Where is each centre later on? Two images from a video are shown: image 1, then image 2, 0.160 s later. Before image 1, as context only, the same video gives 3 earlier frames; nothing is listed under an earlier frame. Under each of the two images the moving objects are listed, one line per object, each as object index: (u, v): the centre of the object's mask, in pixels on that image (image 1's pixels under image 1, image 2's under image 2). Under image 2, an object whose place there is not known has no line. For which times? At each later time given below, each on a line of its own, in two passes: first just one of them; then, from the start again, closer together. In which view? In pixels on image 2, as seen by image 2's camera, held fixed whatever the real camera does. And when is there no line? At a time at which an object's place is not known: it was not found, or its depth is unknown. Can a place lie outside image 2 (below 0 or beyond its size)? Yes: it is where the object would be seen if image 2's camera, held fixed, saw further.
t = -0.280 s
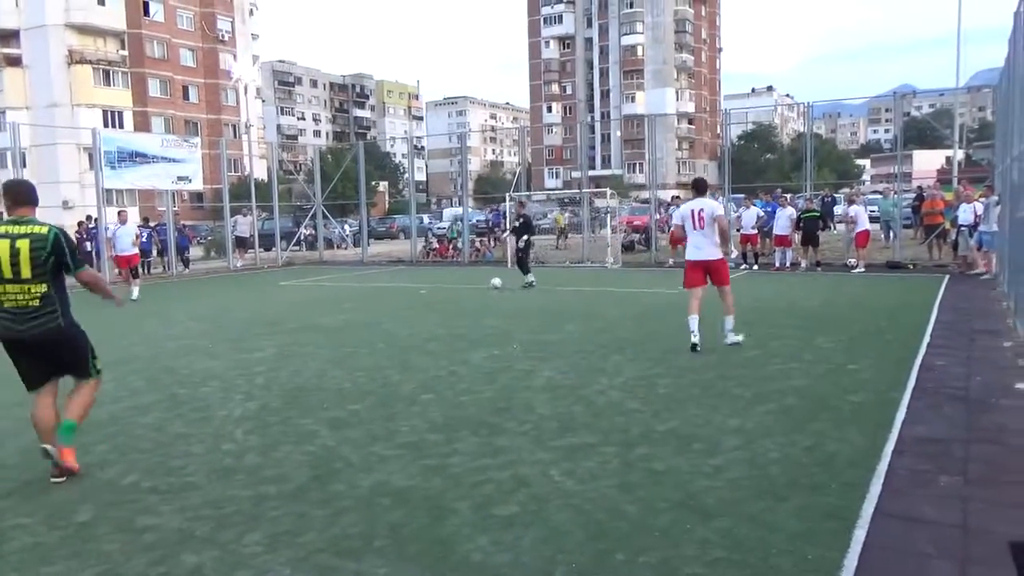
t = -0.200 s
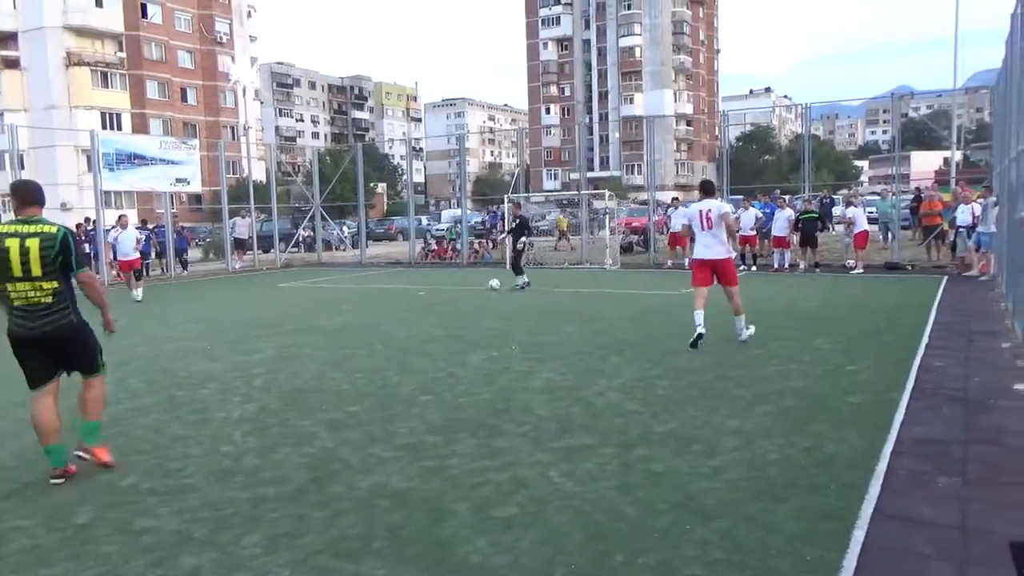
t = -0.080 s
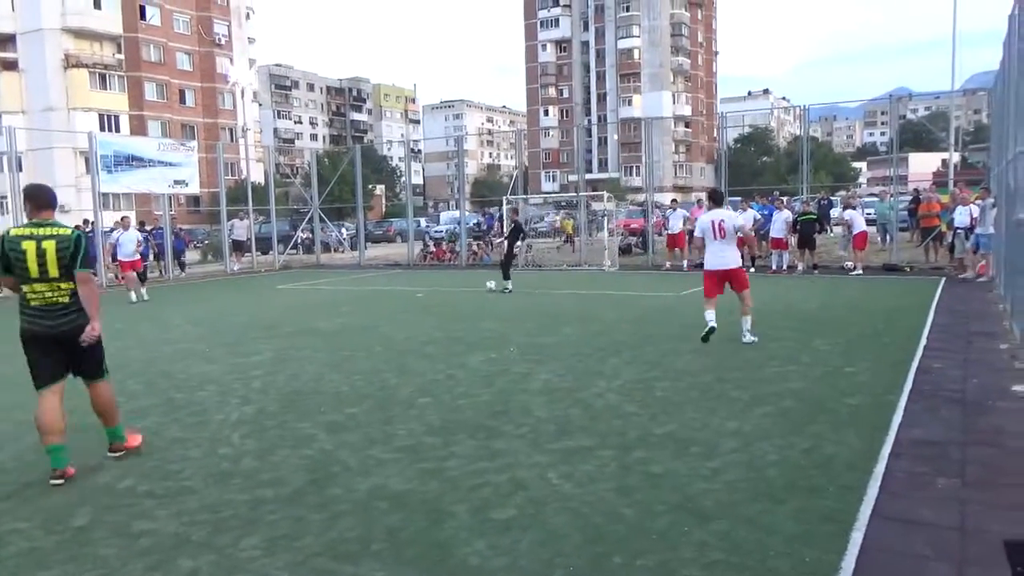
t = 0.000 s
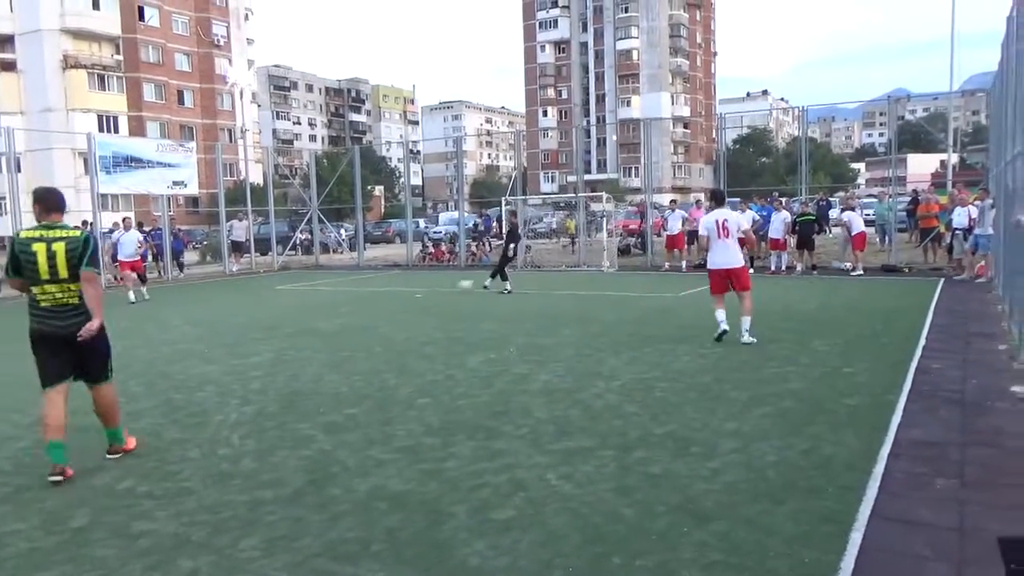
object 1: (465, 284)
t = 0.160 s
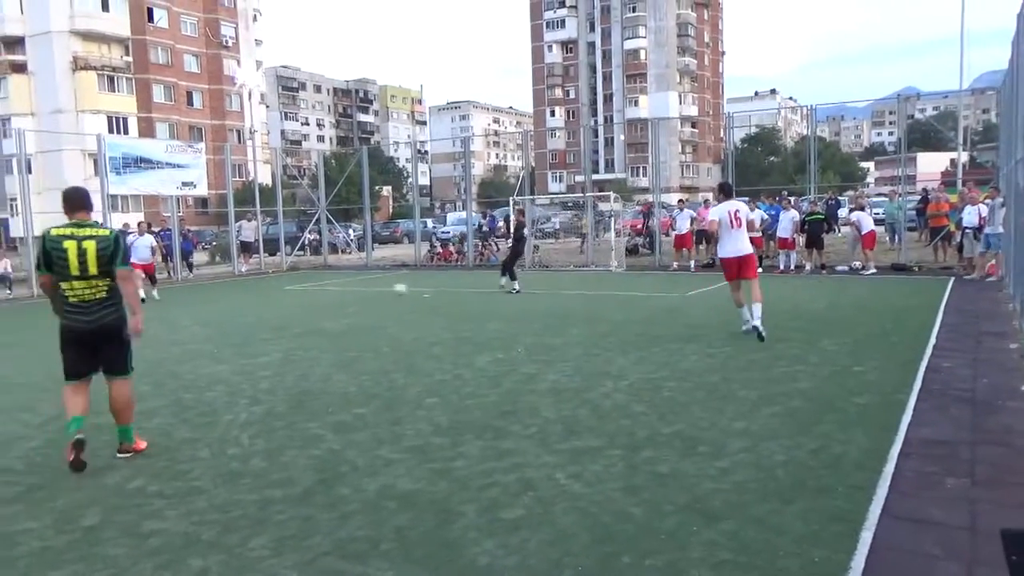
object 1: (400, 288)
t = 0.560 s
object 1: (258, 292)
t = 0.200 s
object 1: (383, 288)
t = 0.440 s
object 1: (295, 290)
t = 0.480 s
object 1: (283, 290)
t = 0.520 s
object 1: (270, 291)
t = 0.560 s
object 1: (258, 292)
